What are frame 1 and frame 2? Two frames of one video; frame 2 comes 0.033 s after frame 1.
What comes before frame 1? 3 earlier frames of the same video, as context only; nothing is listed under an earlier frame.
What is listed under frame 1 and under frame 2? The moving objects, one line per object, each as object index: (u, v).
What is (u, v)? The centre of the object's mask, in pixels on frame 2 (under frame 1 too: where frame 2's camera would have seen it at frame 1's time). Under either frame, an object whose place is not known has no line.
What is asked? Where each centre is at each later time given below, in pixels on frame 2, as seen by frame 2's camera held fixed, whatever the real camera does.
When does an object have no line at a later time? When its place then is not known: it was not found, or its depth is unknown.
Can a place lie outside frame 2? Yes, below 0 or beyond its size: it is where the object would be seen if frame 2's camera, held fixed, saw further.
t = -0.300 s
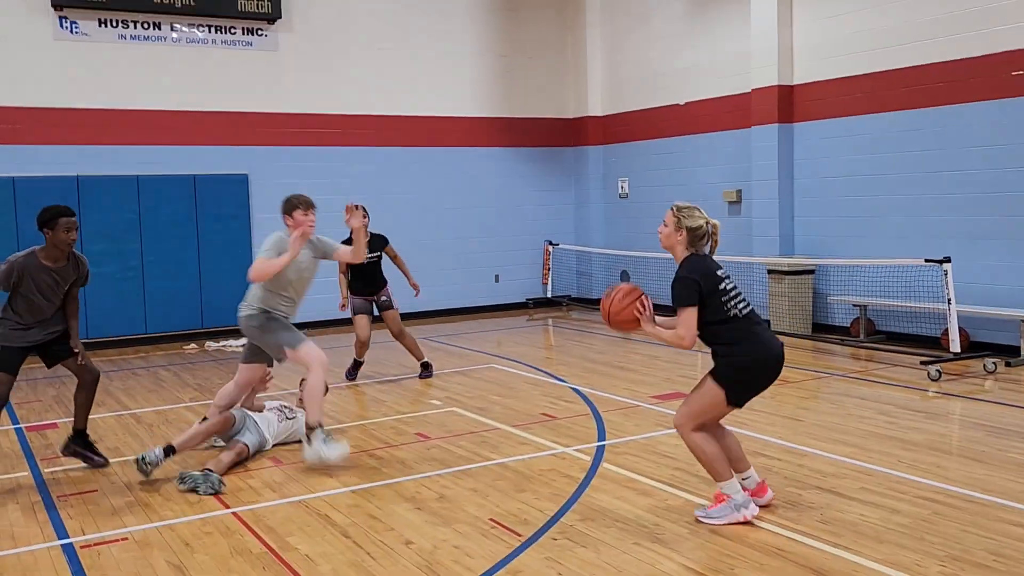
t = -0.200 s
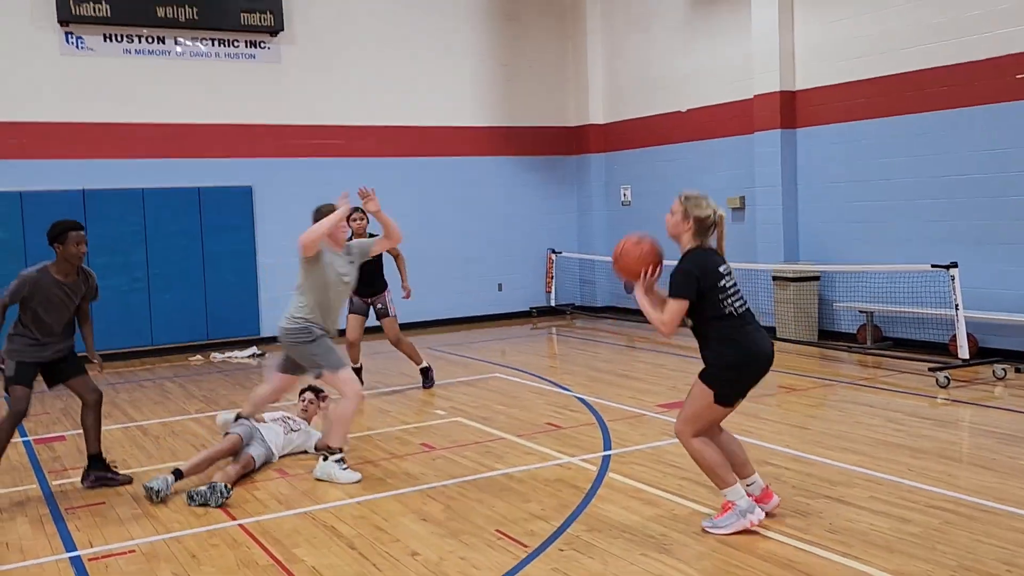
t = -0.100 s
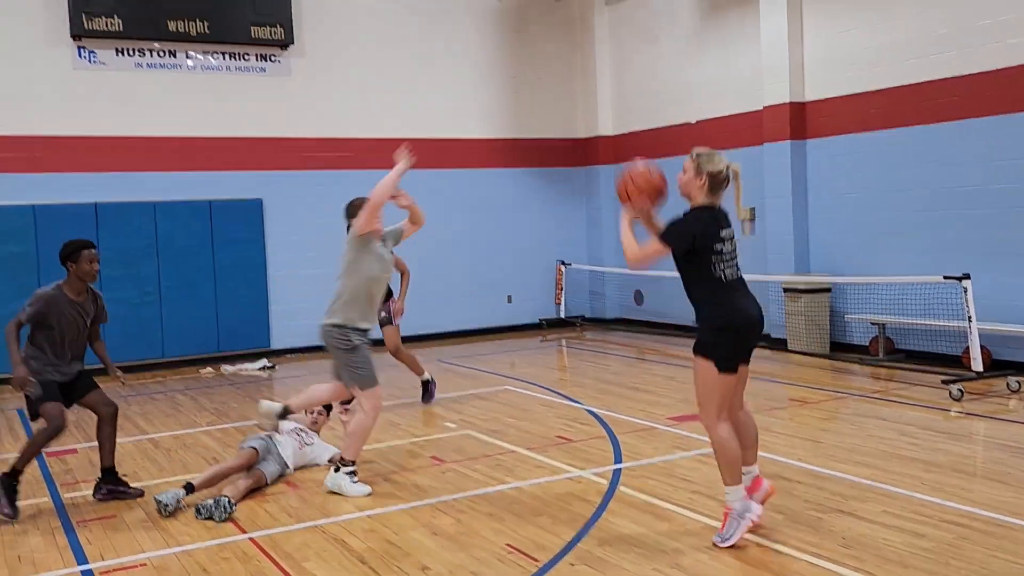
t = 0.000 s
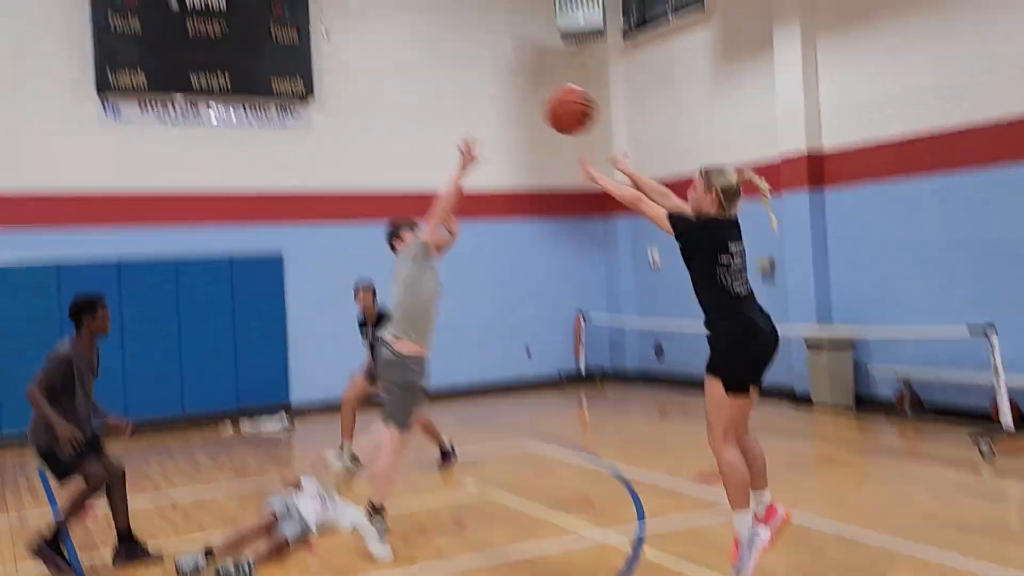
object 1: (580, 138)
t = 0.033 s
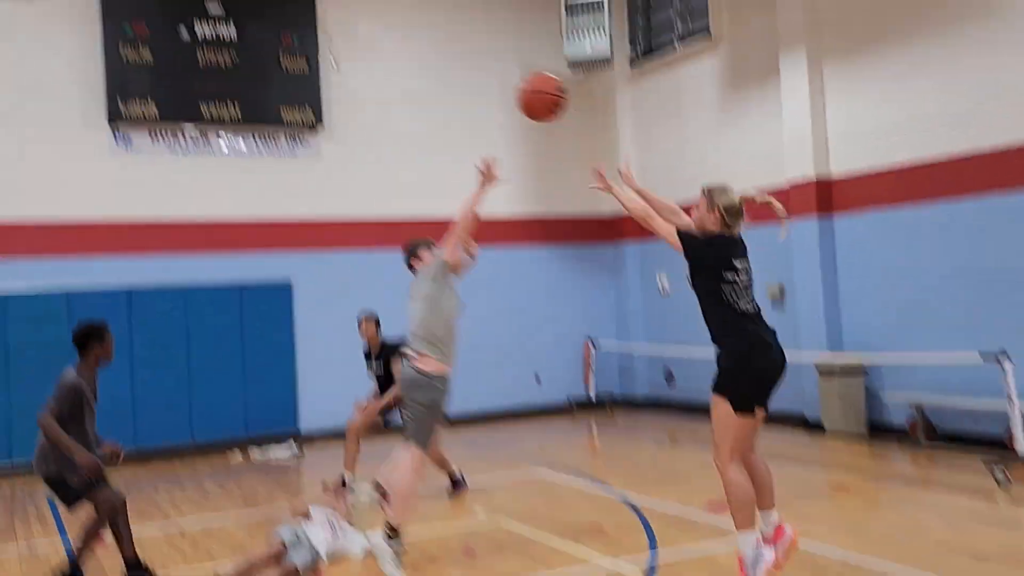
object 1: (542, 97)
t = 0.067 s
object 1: (506, 57)
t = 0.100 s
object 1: (473, 23)
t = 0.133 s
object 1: (441, -7)
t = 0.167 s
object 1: (410, -35)
